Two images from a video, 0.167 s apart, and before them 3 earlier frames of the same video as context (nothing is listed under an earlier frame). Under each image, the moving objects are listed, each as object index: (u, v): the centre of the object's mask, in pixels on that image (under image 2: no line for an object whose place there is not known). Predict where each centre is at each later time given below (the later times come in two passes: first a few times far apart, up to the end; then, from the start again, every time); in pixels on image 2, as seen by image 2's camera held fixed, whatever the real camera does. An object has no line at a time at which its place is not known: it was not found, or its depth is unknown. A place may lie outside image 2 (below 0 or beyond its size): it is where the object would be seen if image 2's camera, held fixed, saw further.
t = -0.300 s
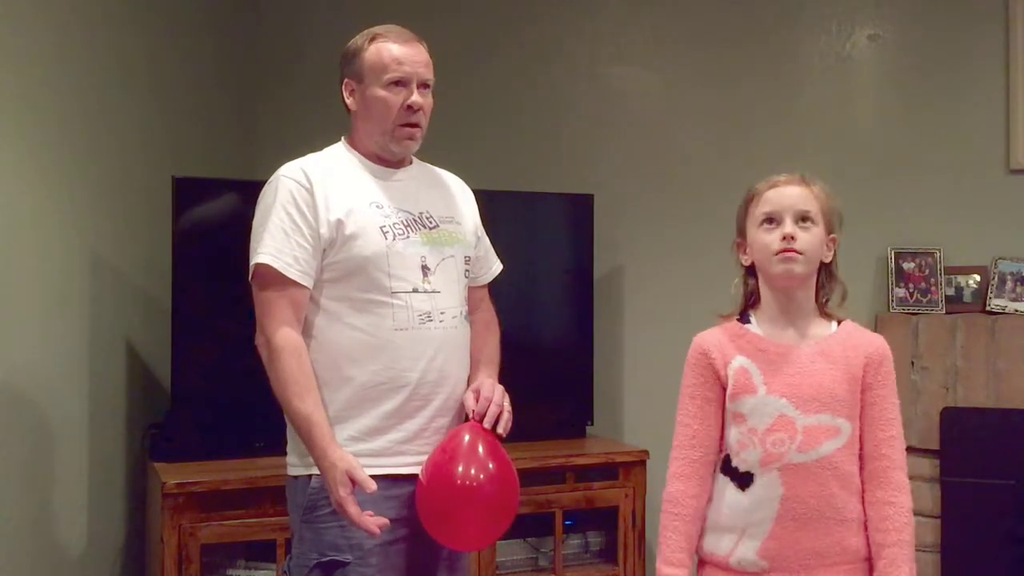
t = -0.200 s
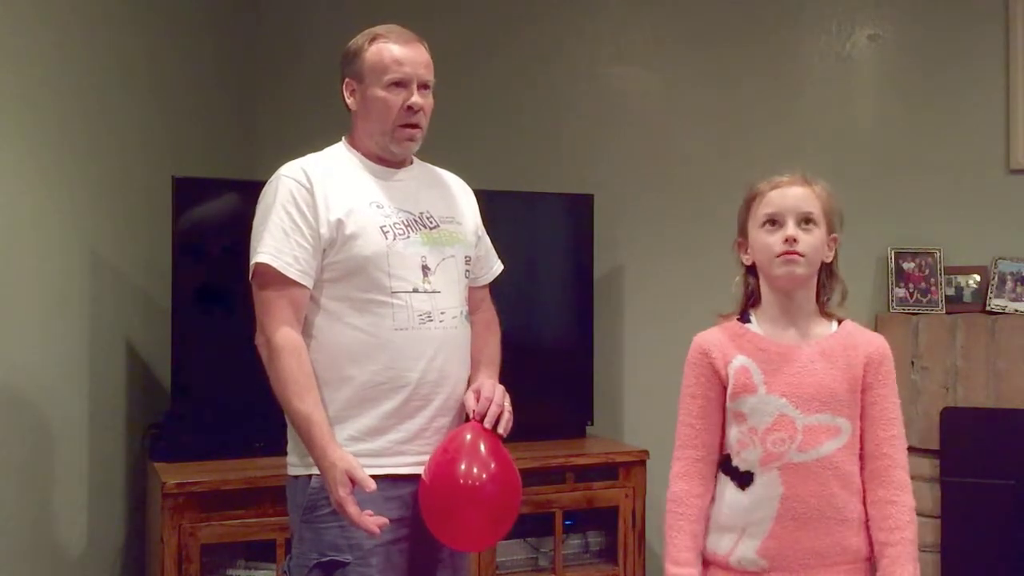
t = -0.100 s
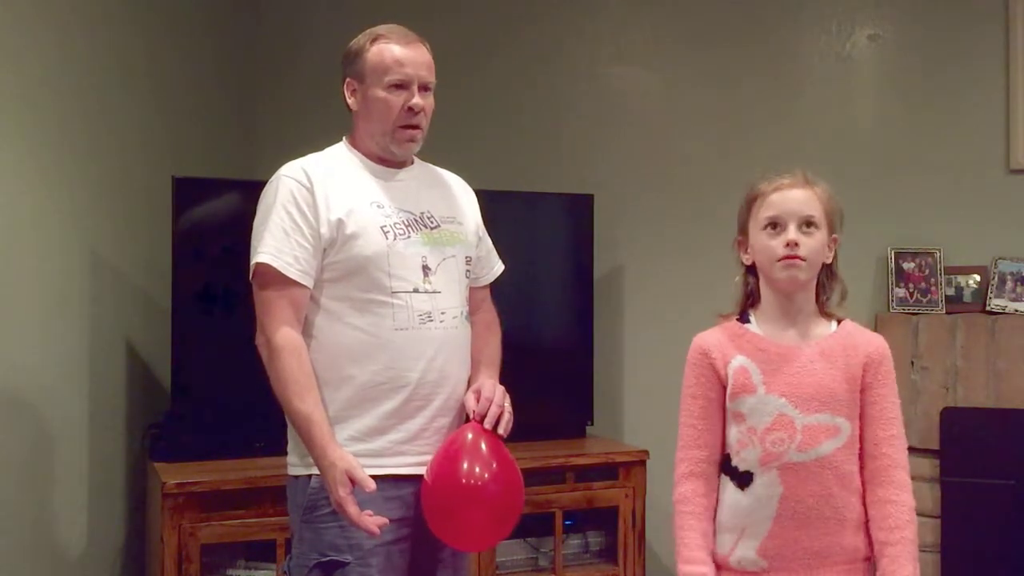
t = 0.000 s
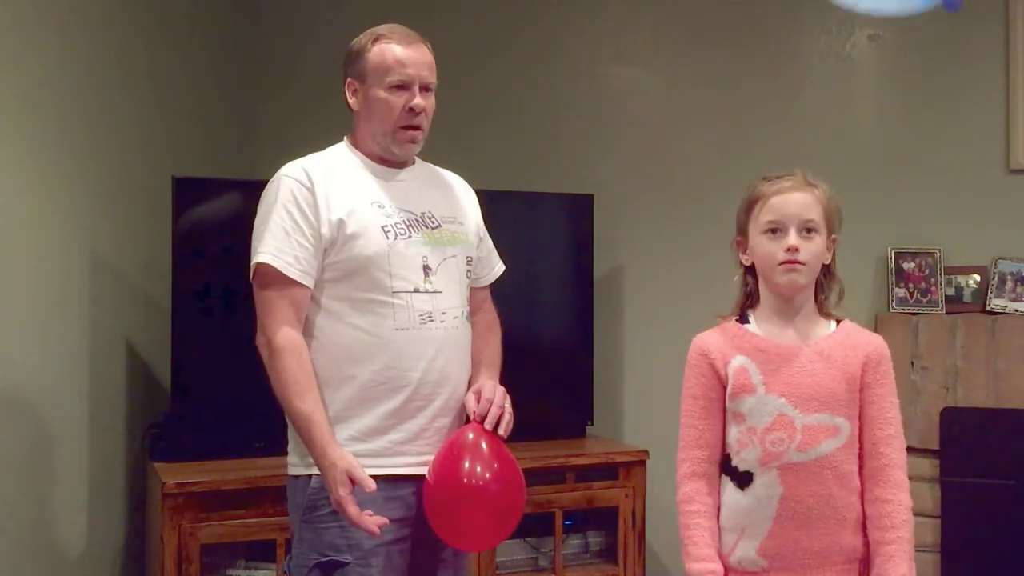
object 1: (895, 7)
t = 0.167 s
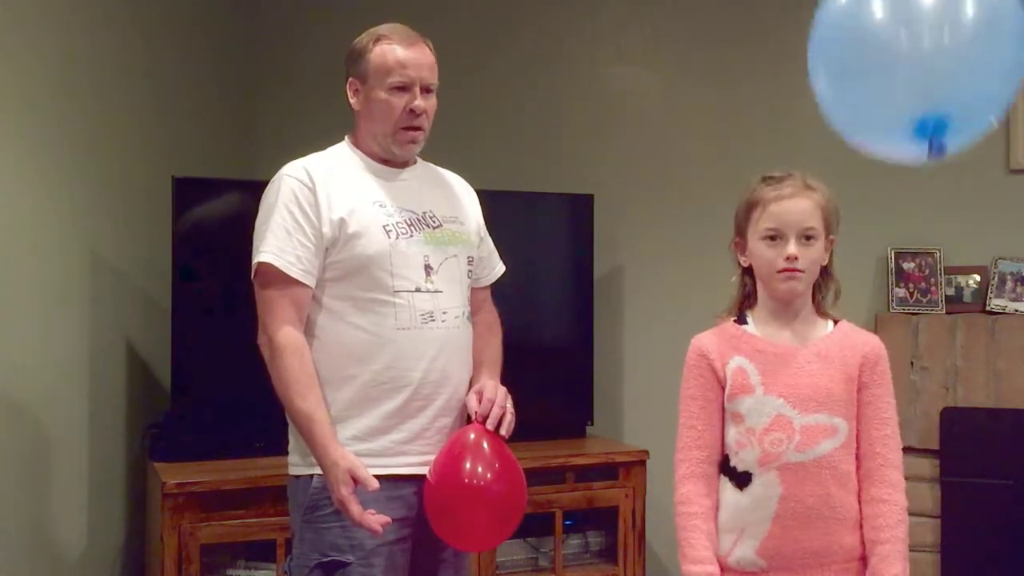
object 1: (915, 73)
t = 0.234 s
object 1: (924, 119)
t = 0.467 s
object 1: (936, 394)
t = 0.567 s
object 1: (929, 489)
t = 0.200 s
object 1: (920, 93)
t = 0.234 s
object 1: (924, 119)
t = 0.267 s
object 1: (927, 155)
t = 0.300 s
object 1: (929, 193)
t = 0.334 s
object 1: (931, 233)
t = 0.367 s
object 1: (933, 272)
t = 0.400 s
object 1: (935, 312)
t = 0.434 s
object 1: (935, 352)
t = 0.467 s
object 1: (936, 394)
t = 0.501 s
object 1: (935, 435)
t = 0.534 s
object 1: (932, 467)
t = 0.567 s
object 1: (929, 489)
